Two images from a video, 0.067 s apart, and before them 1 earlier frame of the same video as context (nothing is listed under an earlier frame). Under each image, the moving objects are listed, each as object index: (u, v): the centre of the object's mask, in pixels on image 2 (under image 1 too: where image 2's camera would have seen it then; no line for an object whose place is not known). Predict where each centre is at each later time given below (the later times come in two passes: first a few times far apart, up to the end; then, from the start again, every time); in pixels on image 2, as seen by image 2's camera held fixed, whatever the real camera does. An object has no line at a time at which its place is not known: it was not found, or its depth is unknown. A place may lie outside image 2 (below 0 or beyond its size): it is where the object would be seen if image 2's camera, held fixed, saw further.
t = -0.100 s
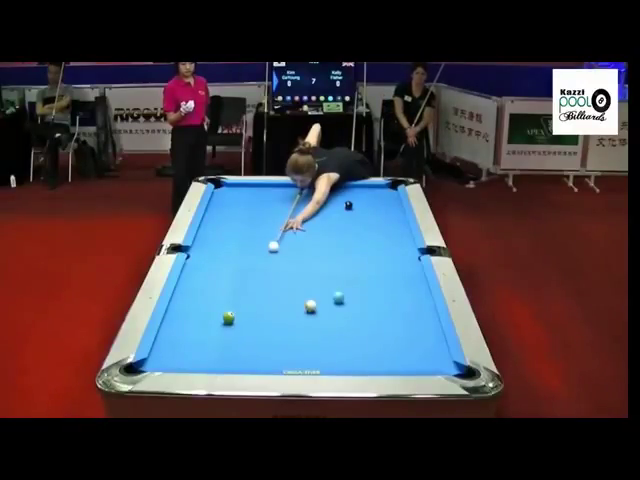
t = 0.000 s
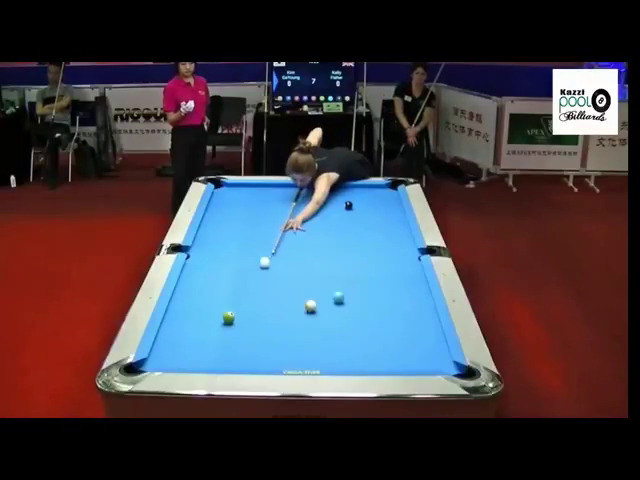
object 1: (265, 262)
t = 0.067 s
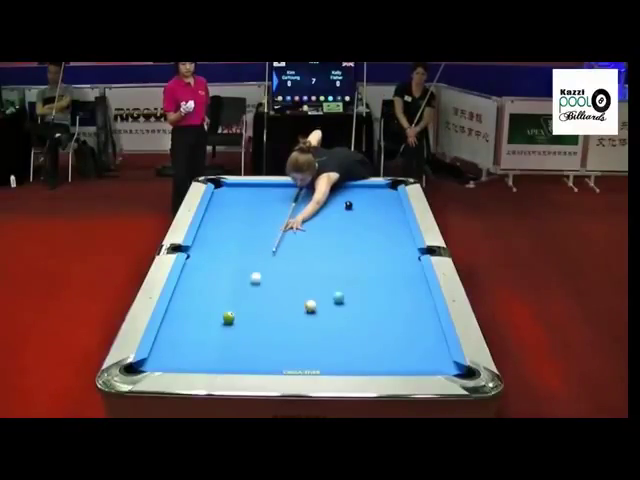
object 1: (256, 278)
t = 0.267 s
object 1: (245, 317)
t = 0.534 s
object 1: (281, 335)
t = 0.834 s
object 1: (321, 356)
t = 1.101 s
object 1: (358, 363)
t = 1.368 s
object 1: (392, 356)
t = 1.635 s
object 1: (423, 347)
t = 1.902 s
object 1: (431, 338)
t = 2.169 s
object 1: (414, 328)
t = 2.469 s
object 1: (396, 319)
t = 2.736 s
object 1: (382, 311)
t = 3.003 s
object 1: (369, 305)
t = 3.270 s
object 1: (357, 298)
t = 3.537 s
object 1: (347, 293)
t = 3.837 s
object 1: (336, 286)
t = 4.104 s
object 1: (328, 282)
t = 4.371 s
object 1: (321, 278)
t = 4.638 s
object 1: (314, 275)
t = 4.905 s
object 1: (309, 271)
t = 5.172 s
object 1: (304, 269)
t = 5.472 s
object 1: (299, 266)
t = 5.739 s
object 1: (296, 264)
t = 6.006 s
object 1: (293, 263)
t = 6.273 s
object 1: (291, 262)
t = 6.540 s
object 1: (289, 261)
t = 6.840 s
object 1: (288, 260)
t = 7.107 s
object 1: (288, 260)
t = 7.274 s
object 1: (288, 260)
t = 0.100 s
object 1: (251, 285)
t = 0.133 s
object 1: (247, 294)
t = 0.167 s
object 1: (242, 302)
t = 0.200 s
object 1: (238, 310)
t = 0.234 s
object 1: (240, 314)
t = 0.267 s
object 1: (245, 317)
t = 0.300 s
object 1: (250, 319)
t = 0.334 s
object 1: (255, 321)
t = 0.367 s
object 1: (259, 323)
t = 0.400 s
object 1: (263, 325)
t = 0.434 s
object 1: (268, 328)
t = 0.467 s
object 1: (272, 330)
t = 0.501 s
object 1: (276, 332)
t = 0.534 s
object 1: (281, 335)
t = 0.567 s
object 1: (285, 337)
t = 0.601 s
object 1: (289, 339)
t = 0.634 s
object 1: (294, 341)
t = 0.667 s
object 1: (298, 344)
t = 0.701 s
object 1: (303, 346)
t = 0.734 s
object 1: (307, 348)
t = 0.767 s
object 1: (312, 351)
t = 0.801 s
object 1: (316, 353)
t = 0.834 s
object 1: (321, 356)
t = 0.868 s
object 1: (326, 358)
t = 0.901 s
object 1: (331, 360)
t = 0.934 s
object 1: (335, 362)
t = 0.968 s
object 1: (340, 363)
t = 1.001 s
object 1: (344, 364)
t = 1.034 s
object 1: (349, 365)
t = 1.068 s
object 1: (354, 364)
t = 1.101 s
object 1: (358, 363)
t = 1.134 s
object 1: (363, 362)
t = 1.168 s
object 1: (367, 362)
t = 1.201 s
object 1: (371, 361)
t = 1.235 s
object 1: (376, 360)
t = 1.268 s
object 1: (380, 359)
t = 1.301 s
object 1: (384, 358)
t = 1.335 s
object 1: (388, 357)
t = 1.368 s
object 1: (392, 356)
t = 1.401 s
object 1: (397, 355)
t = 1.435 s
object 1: (401, 354)
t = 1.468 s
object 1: (405, 353)
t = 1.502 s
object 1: (408, 351)
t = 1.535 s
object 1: (412, 350)
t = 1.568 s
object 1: (416, 349)
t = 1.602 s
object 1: (420, 348)
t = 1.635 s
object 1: (423, 347)
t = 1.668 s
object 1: (427, 346)
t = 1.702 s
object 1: (430, 345)
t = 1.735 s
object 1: (434, 343)
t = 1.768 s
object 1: (438, 342)
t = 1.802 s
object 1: (439, 342)
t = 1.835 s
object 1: (436, 341)
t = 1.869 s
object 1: (433, 339)
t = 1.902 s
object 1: (431, 338)
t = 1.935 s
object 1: (429, 336)
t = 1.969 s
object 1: (427, 335)
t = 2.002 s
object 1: (424, 334)
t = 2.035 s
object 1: (422, 333)
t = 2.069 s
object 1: (420, 332)
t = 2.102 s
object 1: (418, 330)
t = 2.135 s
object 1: (416, 329)
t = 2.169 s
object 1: (414, 328)
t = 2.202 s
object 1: (412, 327)
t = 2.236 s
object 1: (409, 326)
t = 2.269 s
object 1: (408, 325)
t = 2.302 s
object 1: (405, 324)
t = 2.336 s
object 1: (403, 323)
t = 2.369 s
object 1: (401, 322)
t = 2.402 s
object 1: (400, 321)
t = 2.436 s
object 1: (398, 320)
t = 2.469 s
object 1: (396, 319)
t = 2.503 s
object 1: (394, 318)
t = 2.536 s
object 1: (392, 317)
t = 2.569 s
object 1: (391, 316)
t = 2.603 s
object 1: (389, 315)
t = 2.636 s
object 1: (387, 314)
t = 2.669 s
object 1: (385, 313)
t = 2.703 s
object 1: (383, 312)
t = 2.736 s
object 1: (382, 311)
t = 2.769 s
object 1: (380, 311)
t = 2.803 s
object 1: (378, 310)
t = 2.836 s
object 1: (377, 309)
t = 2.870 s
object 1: (375, 308)
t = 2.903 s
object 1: (374, 307)
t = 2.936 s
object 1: (372, 306)
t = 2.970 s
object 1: (371, 306)
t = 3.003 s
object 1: (369, 305)
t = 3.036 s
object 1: (368, 304)
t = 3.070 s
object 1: (366, 303)
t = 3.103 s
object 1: (365, 302)
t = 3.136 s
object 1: (363, 302)
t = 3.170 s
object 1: (362, 300)
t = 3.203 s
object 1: (360, 300)
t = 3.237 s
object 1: (359, 299)
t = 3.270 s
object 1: (357, 298)
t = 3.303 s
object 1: (356, 298)
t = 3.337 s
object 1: (355, 297)
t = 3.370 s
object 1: (354, 296)
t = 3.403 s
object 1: (352, 295)
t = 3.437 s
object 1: (351, 295)
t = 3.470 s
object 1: (349, 294)
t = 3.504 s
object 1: (348, 293)
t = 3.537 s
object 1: (347, 293)
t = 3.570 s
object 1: (347, 292)
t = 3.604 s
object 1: (344, 291)
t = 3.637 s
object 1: (343, 290)
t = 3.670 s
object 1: (343, 290)
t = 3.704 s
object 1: (341, 288)
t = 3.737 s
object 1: (339, 287)
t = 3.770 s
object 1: (339, 287)
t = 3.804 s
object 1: (338, 286)
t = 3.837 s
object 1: (336, 286)
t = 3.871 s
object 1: (335, 285)
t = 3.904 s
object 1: (334, 285)
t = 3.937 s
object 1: (333, 285)
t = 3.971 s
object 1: (332, 284)
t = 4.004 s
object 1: (331, 284)
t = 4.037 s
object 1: (330, 283)
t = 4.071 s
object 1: (329, 283)
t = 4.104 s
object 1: (328, 282)
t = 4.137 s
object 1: (327, 282)
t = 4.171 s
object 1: (326, 281)
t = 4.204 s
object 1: (325, 281)
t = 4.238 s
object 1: (324, 280)
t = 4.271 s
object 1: (323, 280)
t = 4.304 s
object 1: (323, 279)
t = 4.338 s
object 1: (322, 279)
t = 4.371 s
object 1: (321, 278)
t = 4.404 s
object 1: (320, 278)
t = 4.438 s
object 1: (319, 277)
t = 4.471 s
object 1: (318, 277)
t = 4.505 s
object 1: (318, 276)
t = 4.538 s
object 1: (317, 276)
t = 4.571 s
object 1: (316, 275)
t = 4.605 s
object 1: (315, 275)
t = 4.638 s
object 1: (314, 275)
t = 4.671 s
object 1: (313, 274)
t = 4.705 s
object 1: (313, 274)
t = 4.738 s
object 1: (312, 273)
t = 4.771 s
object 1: (311, 273)
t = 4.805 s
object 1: (311, 272)
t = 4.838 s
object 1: (310, 272)
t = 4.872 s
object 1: (309, 272)
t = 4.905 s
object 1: (309, 271)
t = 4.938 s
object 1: (308, 271)
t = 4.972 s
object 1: (307, 271)
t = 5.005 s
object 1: (307, 270)
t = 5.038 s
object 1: (306, 270)
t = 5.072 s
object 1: (305, 270)
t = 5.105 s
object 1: (305, 269)
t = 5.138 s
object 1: (304, 269)
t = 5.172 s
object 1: (304, 269)
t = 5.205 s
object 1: (303, 268)
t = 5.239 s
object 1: (303, 268)
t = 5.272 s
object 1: (302, 267)
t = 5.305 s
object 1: (302, 267)
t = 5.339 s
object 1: (301, 267)
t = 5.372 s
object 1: (301, 267)
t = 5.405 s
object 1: (300, 266)
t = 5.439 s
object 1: (300, 266)
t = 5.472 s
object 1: (299, 266)
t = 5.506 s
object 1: (299, 266)
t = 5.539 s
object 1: (298, 265)
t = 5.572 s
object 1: (298, 265)
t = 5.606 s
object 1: (297, 265)
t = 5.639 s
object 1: (297, 265)
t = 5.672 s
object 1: (296, 264)
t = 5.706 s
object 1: (296, 264)
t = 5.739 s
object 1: (296, 264)
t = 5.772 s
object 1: (295, 264)
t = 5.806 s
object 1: (295, 264)
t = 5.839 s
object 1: (294, 263)
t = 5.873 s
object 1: (294, 263)
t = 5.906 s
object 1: (294, 263)
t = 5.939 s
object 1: (293, 263)
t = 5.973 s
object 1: (293, 263)
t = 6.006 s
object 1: (293, 263)
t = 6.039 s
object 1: (293, 262)
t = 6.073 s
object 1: (292, 262)
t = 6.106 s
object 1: (292, 262)
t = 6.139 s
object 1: (292, 262)
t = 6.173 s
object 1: (291, 262)
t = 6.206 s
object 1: (291, 262)
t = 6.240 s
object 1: (291, 262)
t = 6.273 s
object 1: (291, 262)
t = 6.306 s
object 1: (290, 261)
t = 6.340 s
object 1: (290, 261)
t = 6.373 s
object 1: (290, 261)
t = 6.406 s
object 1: (290, 261)
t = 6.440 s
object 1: (290, 261)
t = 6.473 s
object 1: (289, 261)
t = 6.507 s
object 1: (289, 261)
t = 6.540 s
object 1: (289, 261)
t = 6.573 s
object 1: (289, 260)
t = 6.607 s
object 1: (289, 260)
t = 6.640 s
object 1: (289, 260)
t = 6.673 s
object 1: (289, 260)
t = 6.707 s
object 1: (289, 260)
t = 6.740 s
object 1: (289, 260)
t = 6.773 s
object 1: (289, 260)
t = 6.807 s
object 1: (288, 260)
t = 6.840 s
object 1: (288, 260)
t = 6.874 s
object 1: (288, 260)
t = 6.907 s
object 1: (288, 260)
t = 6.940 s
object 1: (288, 260)
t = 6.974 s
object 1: (288, 260)
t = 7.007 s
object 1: (288, 260)
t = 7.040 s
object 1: (288, 260)
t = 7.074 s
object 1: (288, 260)
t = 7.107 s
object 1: (288, 260)
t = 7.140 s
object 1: (288, 260)
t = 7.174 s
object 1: (288, 260)
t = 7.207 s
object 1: (288, 260)
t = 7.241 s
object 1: (288, 260)
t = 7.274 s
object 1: (288, 260)
